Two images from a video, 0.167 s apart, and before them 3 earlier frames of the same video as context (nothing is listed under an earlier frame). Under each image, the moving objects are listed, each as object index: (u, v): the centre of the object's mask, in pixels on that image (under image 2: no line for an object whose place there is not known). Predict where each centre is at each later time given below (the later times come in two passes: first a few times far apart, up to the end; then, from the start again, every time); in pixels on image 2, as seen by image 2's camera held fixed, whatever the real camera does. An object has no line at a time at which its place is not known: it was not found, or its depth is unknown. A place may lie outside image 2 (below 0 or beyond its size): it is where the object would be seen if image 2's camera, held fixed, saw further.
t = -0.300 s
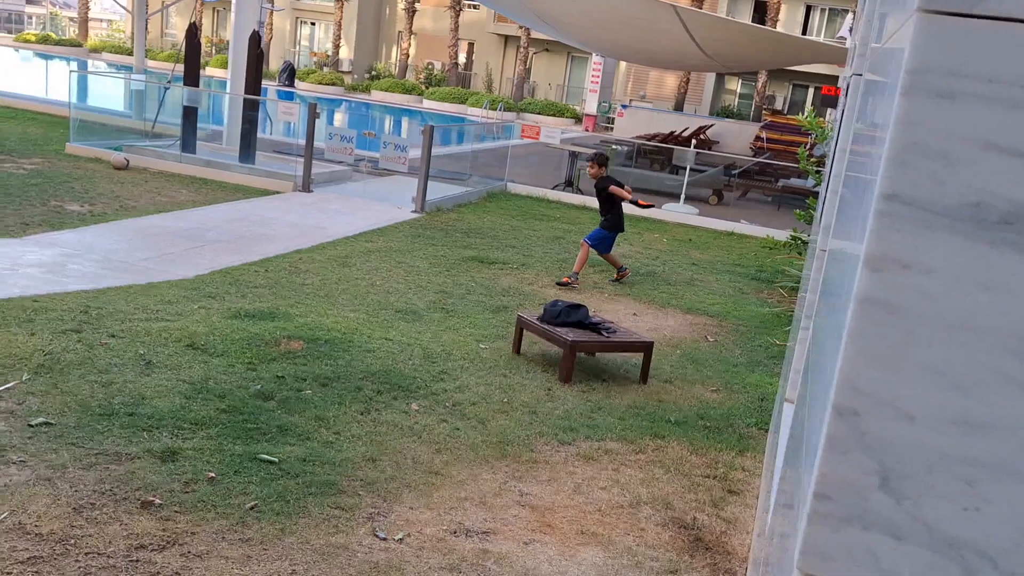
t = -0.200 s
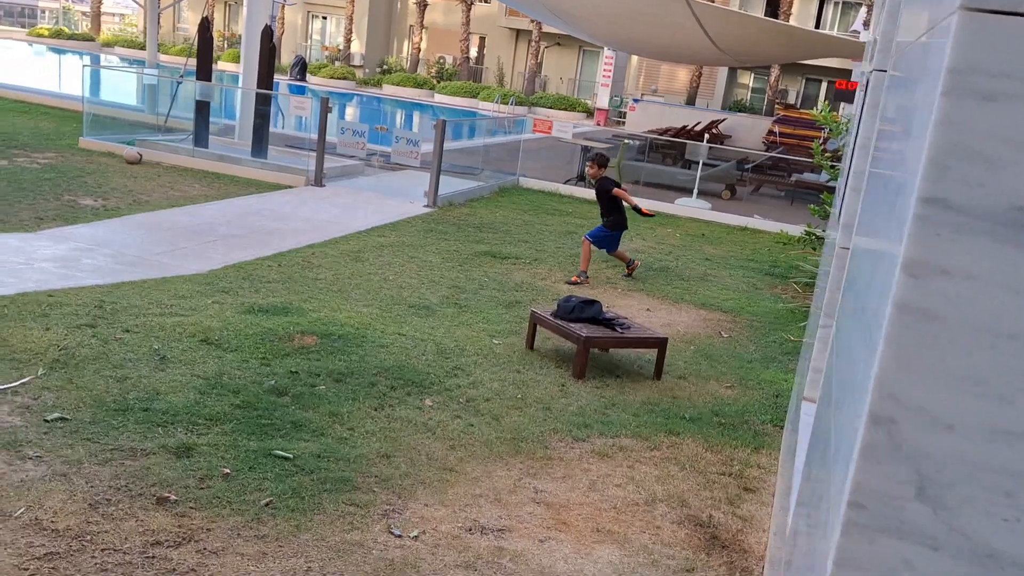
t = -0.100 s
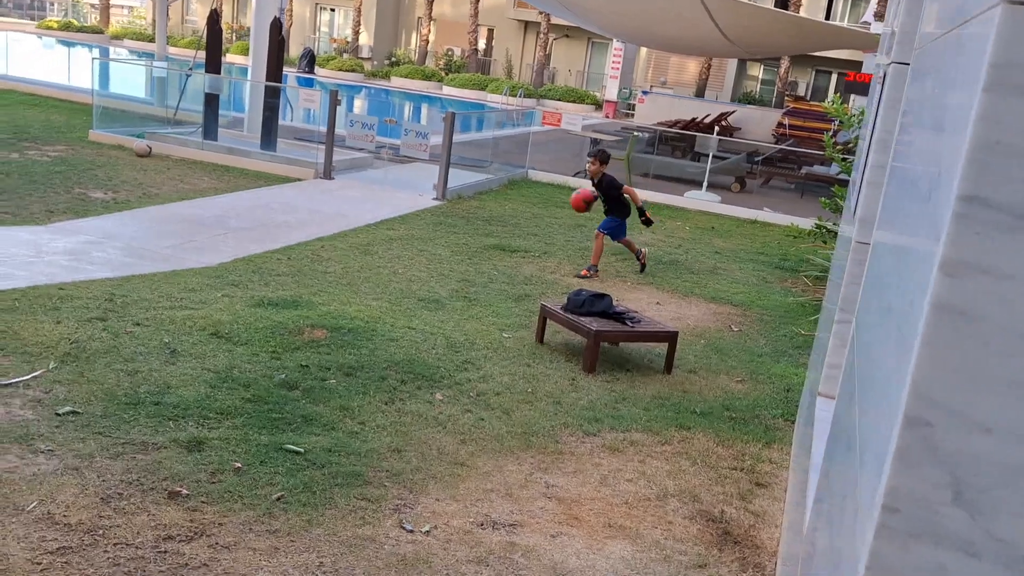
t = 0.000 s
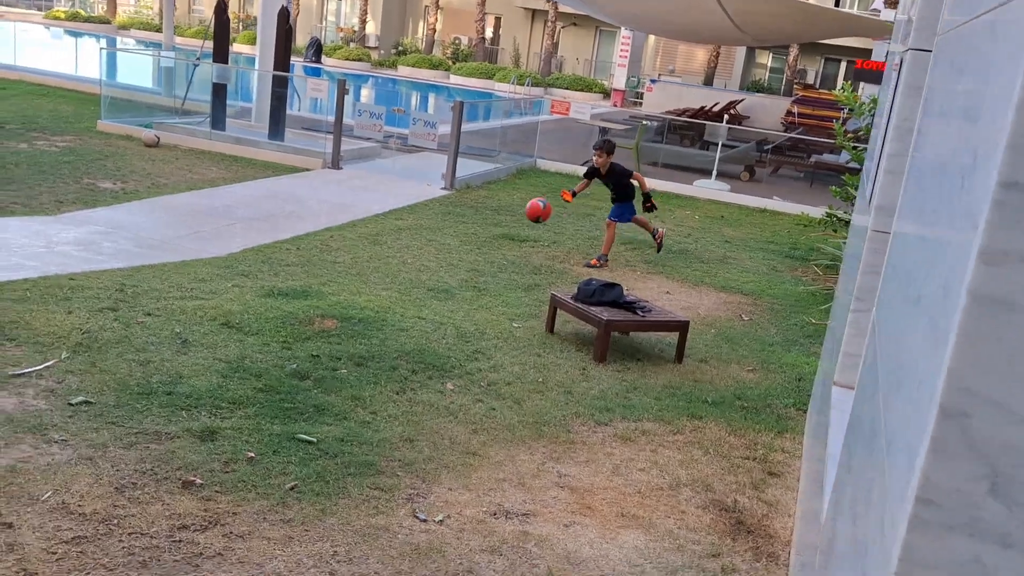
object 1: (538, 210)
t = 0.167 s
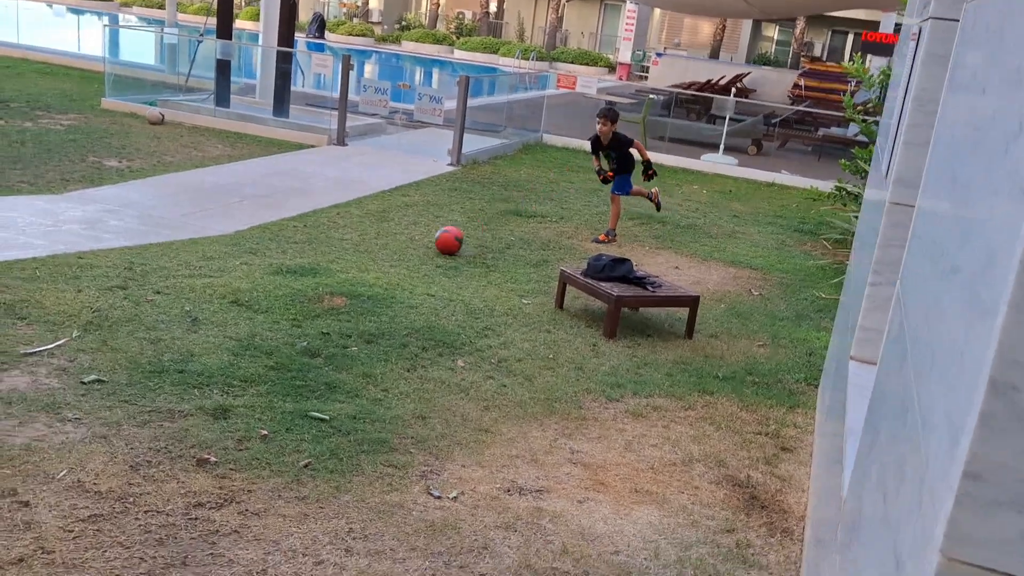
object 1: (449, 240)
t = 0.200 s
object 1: (437, 233)
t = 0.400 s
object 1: (350, 213)
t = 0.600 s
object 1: (231, 255)
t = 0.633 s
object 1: (207, 269)
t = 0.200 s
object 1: (437, 233)
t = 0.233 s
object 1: (425, 226)
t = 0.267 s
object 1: (411, 221)
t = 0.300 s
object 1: (397, 216)
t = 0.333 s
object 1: (382, 214)
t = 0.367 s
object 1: (367, 212)
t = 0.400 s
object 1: (350, 213)
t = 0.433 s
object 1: (333, 215)
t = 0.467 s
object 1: (315, 220)
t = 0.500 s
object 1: (296, 225)
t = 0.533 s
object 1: (274, 233)
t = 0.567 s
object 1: (252, 243)
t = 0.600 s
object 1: (231, 255)
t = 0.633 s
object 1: (207, 269)
